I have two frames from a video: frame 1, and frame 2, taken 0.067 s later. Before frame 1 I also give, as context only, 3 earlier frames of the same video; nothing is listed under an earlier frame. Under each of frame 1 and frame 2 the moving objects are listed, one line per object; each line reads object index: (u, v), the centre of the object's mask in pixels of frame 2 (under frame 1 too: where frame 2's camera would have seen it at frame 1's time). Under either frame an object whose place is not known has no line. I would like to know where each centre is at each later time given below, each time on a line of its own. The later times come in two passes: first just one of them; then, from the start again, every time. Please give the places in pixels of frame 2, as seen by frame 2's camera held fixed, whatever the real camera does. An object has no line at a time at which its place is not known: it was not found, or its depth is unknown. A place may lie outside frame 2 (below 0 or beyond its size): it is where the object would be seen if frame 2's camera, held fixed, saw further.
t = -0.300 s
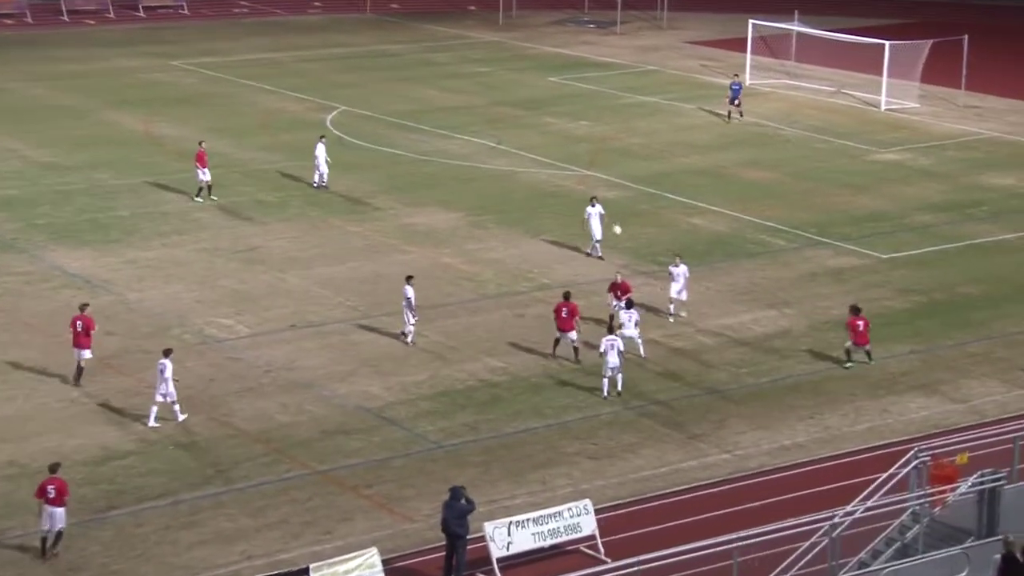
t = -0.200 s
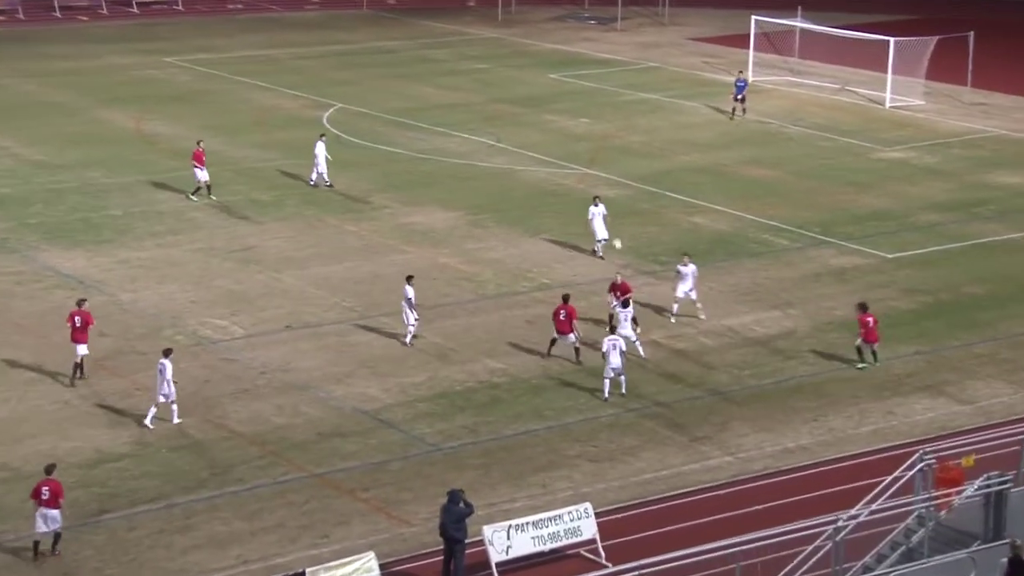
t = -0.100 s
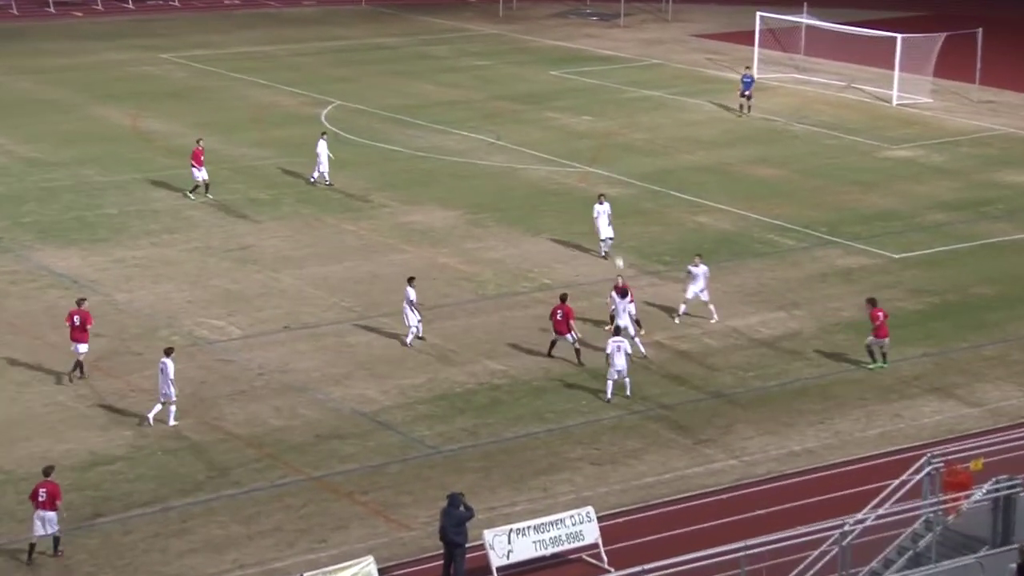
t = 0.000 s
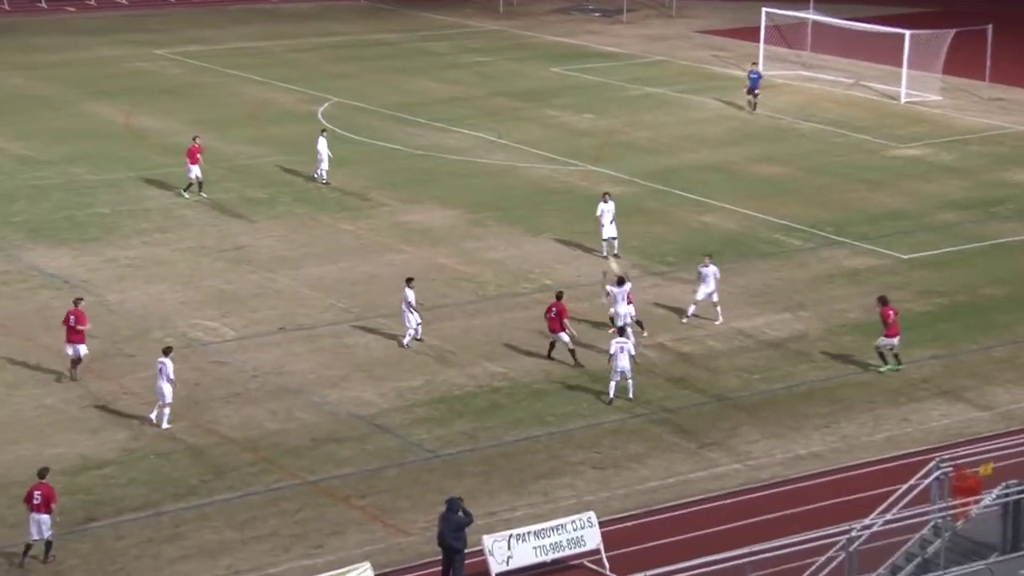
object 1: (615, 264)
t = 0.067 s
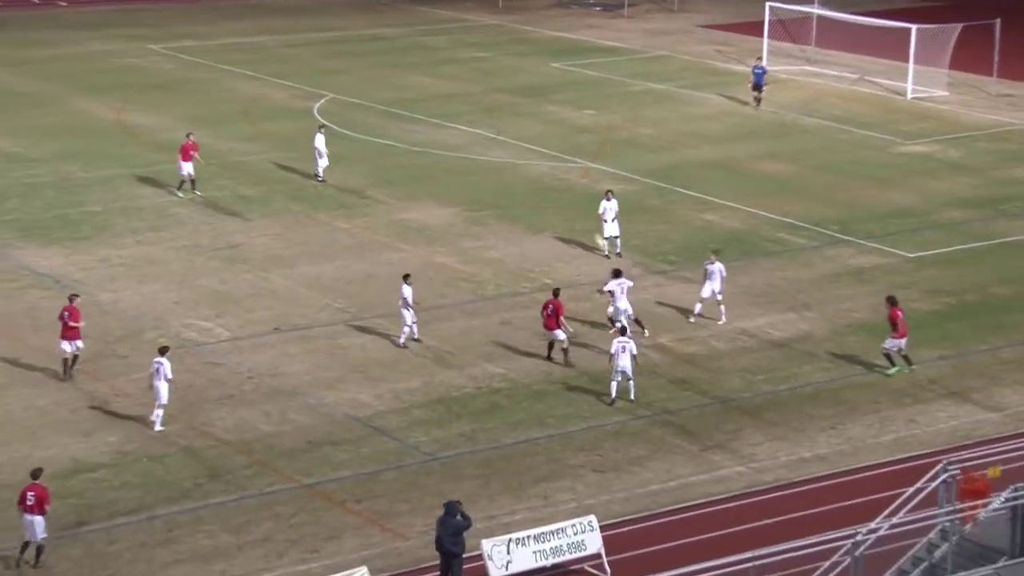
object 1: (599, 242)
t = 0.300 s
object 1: (552, 179)
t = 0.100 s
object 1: (594, 231)
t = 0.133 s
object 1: (587, 220)
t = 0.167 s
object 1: (579, 211)
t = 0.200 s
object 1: (572, 202)
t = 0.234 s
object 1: (565, 193)
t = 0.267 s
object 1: (558, 185)
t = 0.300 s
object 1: (552, 179)
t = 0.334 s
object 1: (545, 172)
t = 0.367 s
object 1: (537, 165)
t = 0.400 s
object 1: (530, 159)
